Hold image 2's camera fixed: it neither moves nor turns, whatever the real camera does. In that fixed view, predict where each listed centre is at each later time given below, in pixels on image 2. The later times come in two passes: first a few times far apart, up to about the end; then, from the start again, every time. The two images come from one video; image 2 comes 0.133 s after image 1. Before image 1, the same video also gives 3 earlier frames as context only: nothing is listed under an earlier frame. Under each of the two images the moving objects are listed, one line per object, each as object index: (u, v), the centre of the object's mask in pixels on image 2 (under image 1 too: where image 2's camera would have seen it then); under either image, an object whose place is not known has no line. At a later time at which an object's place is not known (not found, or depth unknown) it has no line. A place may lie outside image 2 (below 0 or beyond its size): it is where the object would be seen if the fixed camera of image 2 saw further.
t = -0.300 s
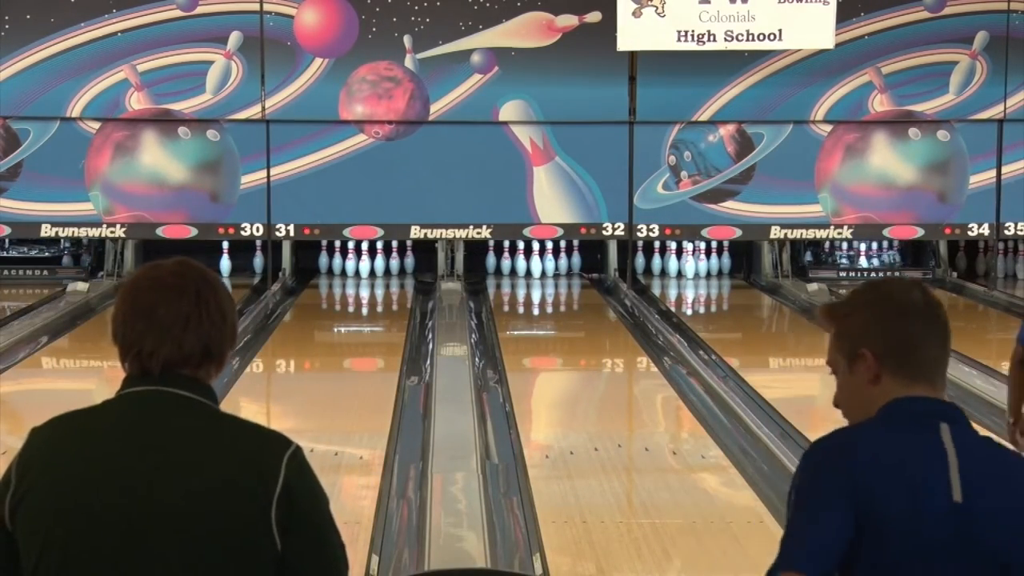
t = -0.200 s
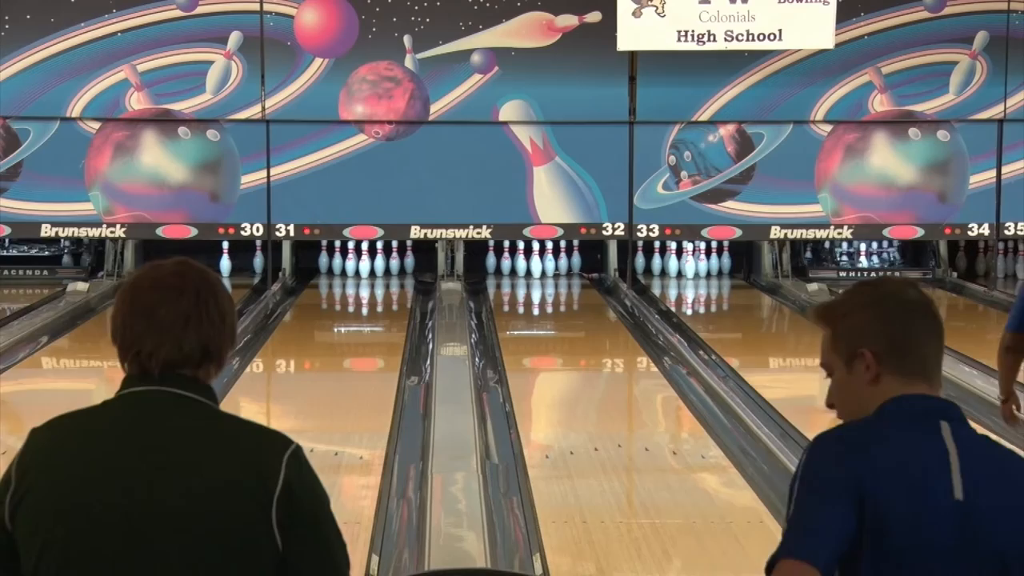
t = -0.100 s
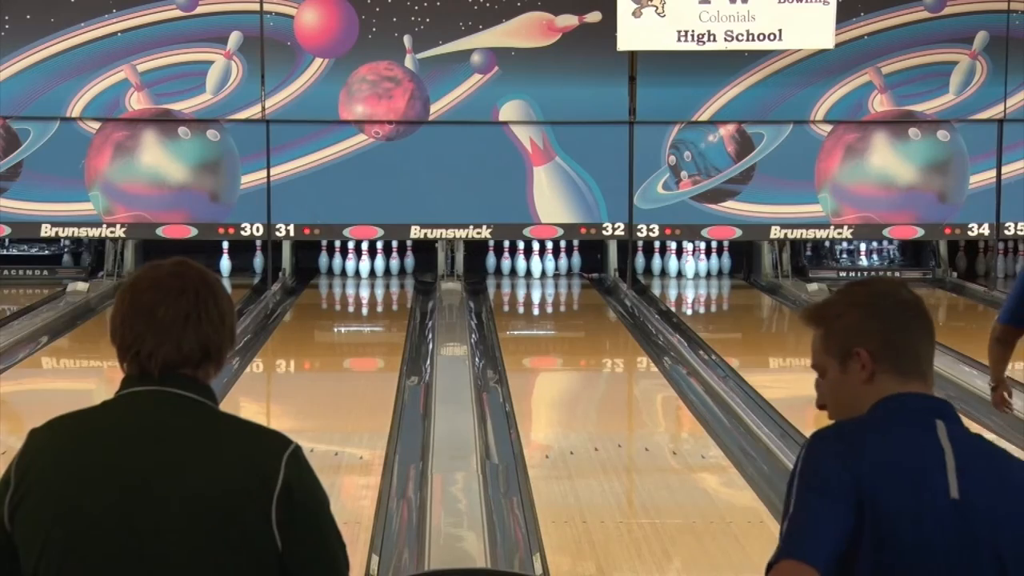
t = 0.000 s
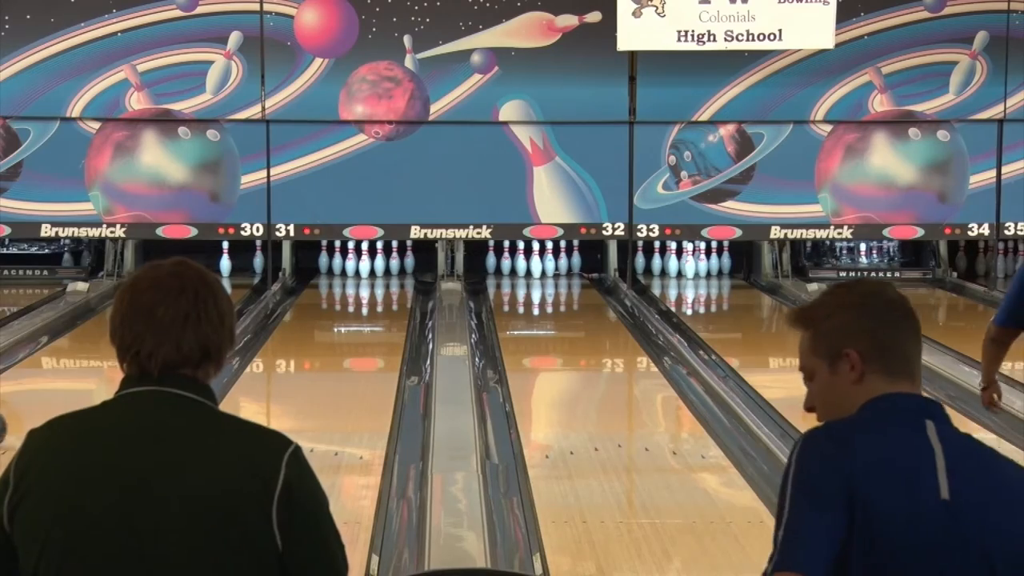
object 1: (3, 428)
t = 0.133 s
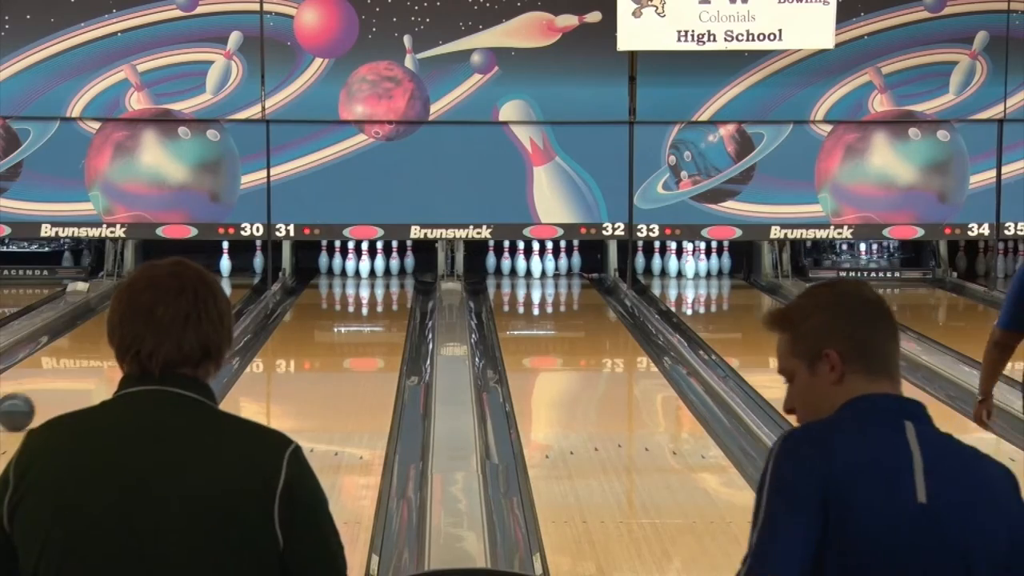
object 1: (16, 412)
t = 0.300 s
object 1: (47, 391)
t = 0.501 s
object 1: (78, 371)
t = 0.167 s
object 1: (22, 408)
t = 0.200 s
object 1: (28, 403)
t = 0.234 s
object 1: (35, 399)
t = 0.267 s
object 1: (41, 395)
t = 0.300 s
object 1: (47, 391)
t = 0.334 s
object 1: (52, 388)
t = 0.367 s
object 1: (58, 384)
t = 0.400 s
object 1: (63, 381)
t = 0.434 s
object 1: (69, 377)
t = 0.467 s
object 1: (74, 374)
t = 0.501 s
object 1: (78, 371)
